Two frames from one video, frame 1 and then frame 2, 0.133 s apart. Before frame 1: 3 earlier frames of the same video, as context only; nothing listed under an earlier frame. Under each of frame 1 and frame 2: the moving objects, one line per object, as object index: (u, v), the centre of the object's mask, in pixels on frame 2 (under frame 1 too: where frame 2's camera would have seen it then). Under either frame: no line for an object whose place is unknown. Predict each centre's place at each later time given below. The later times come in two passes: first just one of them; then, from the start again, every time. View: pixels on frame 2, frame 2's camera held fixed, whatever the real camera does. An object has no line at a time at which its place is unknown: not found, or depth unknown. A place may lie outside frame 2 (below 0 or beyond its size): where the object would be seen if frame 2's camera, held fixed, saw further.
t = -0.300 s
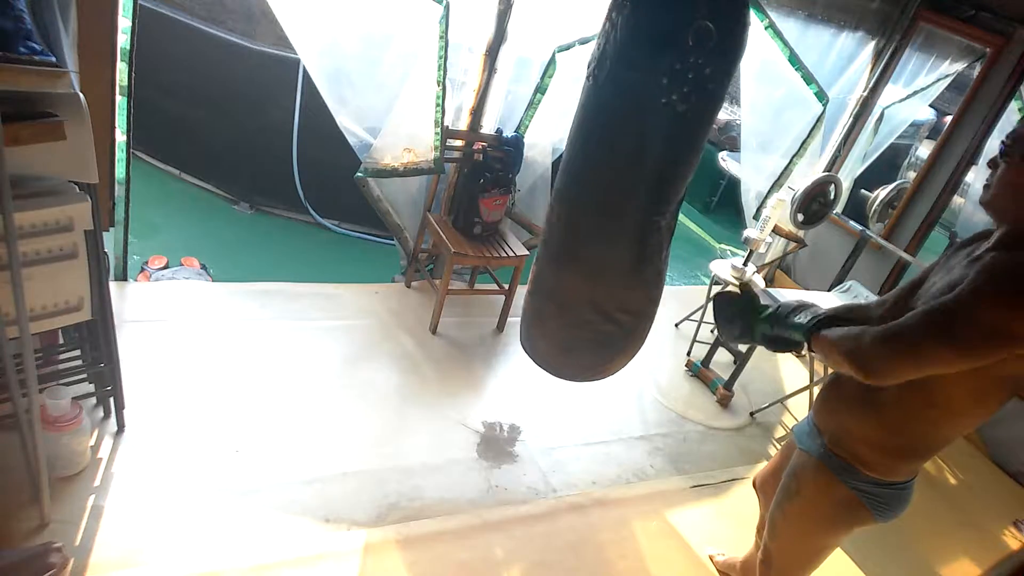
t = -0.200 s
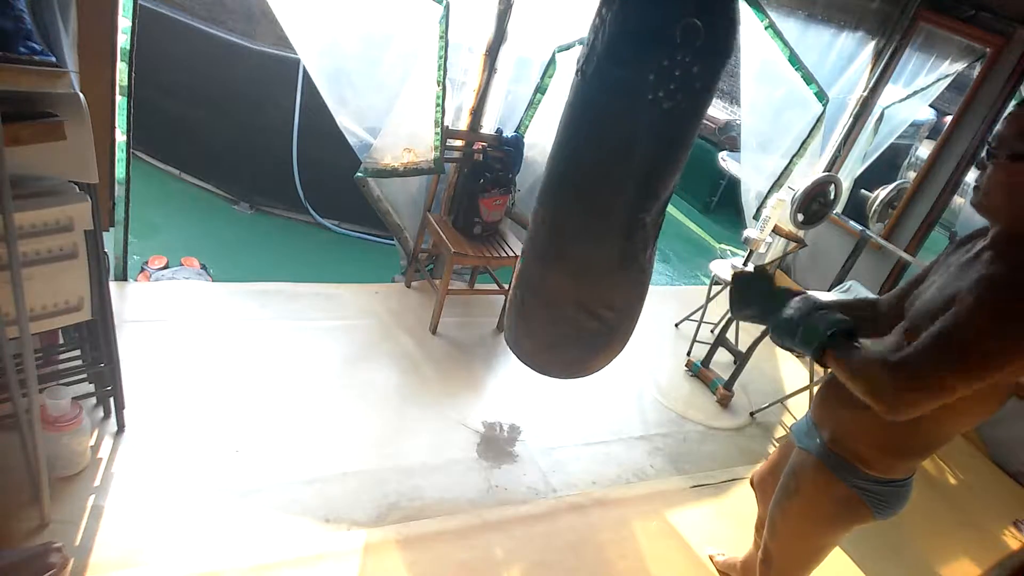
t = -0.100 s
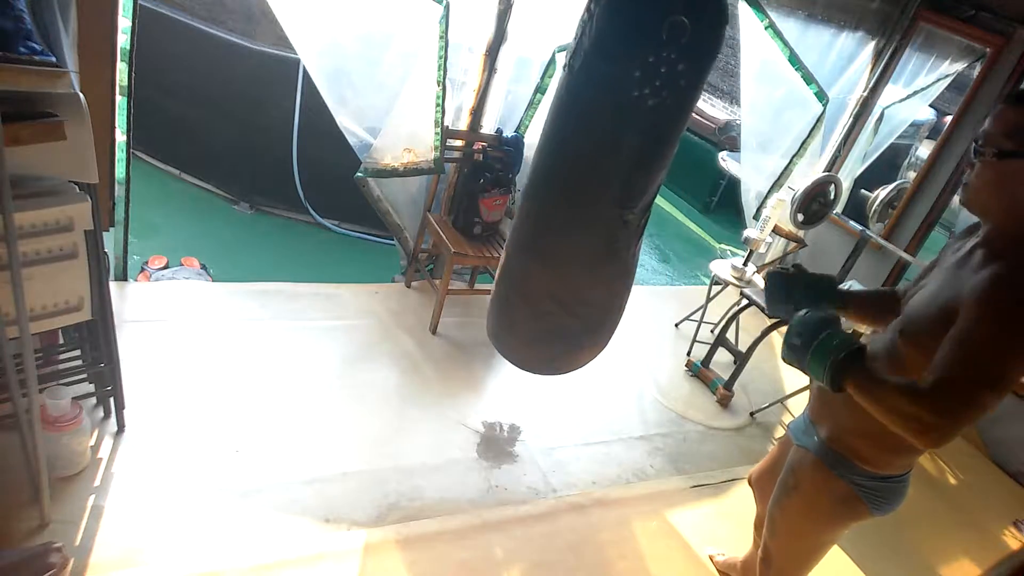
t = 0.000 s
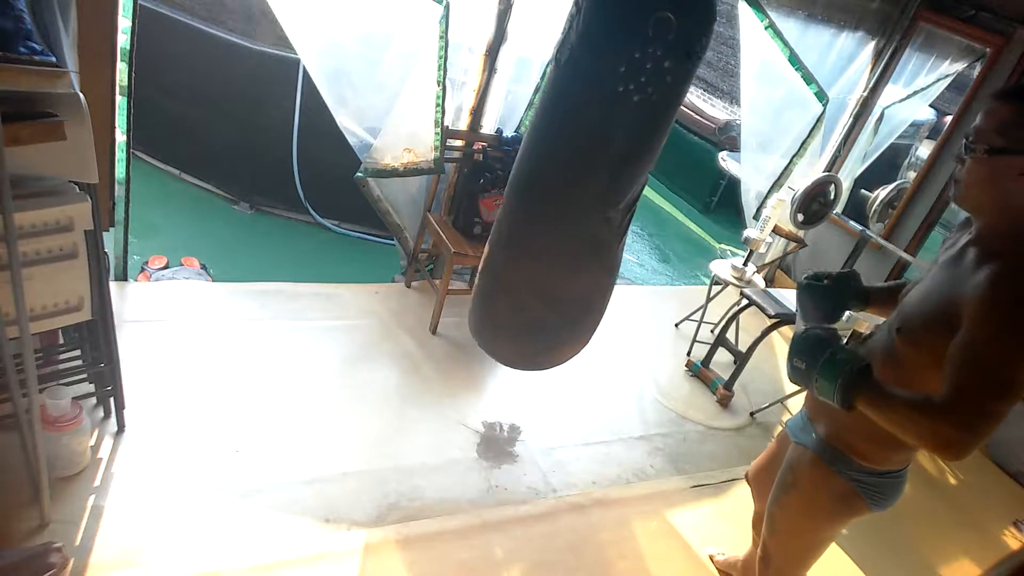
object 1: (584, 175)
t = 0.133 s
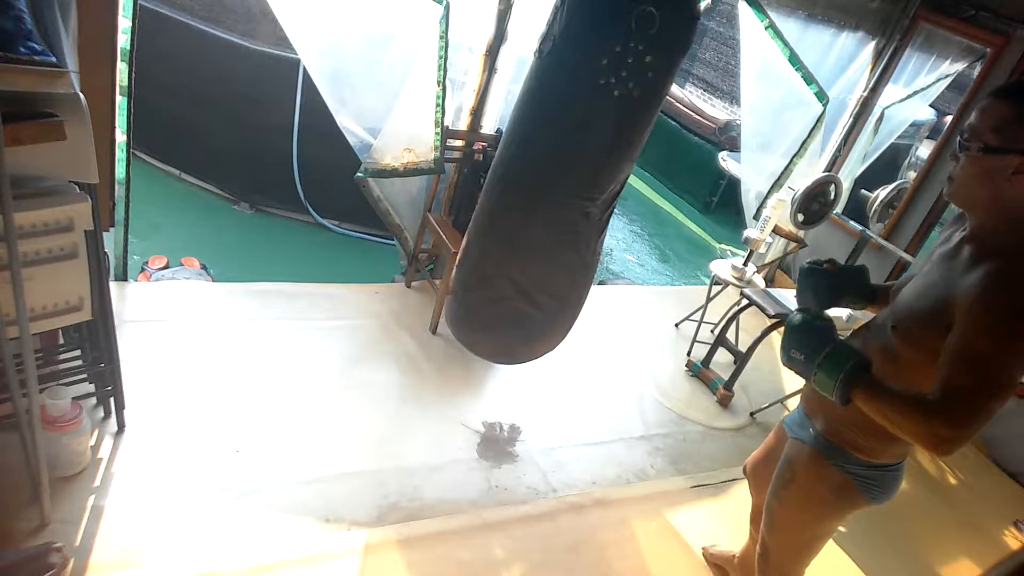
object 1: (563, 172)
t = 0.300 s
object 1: (541, 169)
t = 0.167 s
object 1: (559, 171)
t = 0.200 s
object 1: (553, 171)
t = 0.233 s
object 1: (549, 170)
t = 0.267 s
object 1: (545, 169)
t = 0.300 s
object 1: (541, 169)
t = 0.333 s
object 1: (538, 168)
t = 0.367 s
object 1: (535, 167)
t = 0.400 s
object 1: (532, 167)
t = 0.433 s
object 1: (530, 166)
